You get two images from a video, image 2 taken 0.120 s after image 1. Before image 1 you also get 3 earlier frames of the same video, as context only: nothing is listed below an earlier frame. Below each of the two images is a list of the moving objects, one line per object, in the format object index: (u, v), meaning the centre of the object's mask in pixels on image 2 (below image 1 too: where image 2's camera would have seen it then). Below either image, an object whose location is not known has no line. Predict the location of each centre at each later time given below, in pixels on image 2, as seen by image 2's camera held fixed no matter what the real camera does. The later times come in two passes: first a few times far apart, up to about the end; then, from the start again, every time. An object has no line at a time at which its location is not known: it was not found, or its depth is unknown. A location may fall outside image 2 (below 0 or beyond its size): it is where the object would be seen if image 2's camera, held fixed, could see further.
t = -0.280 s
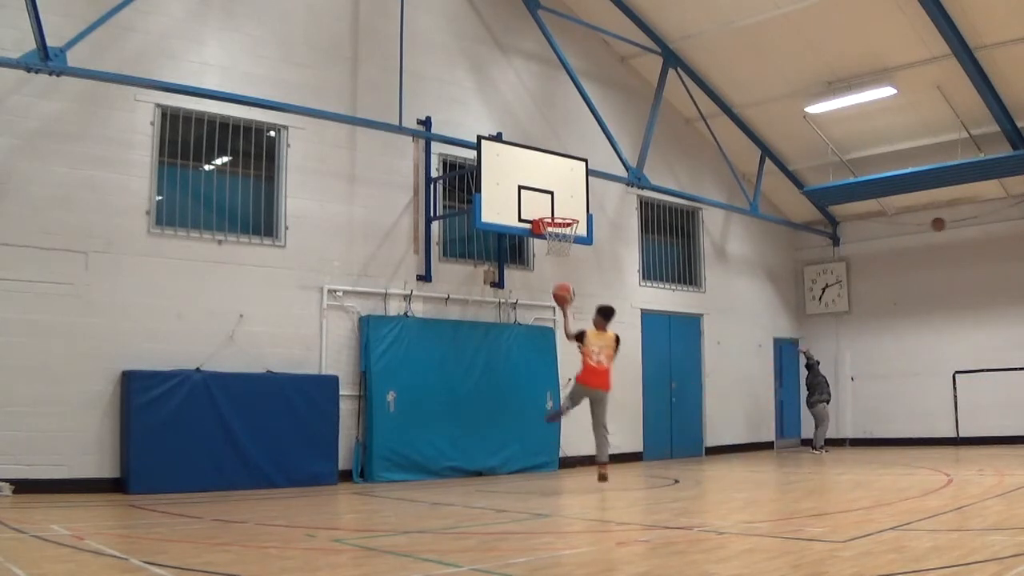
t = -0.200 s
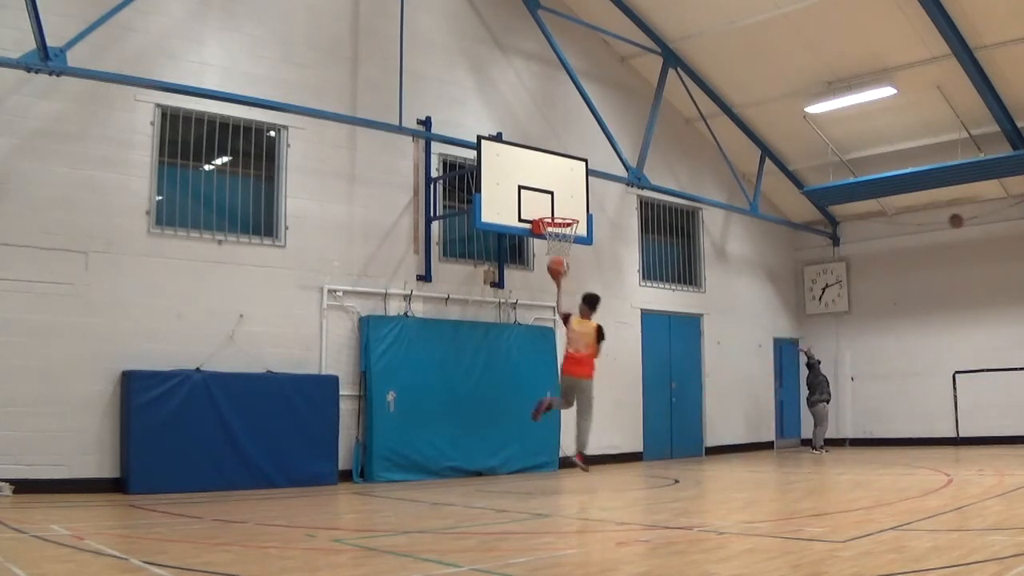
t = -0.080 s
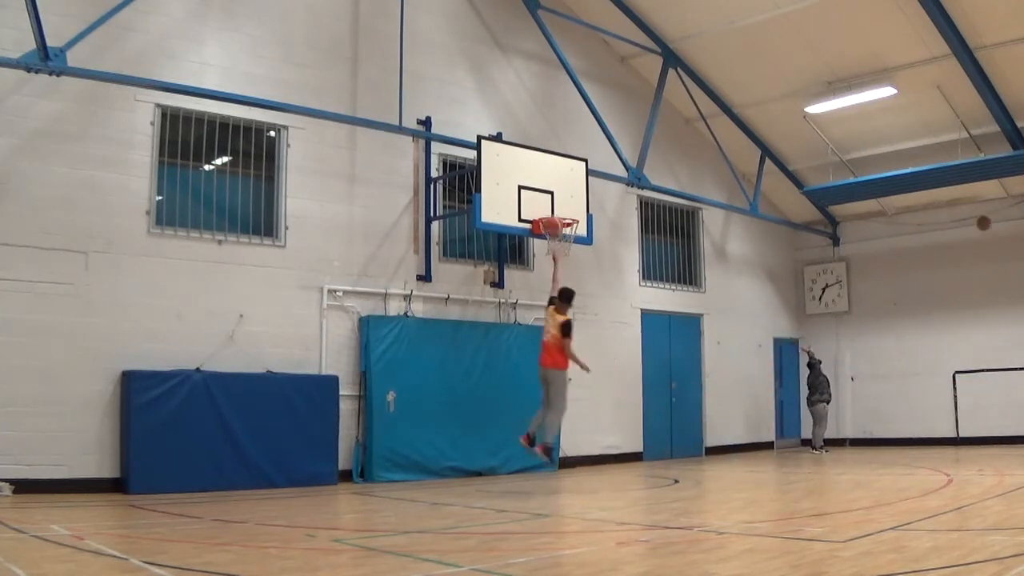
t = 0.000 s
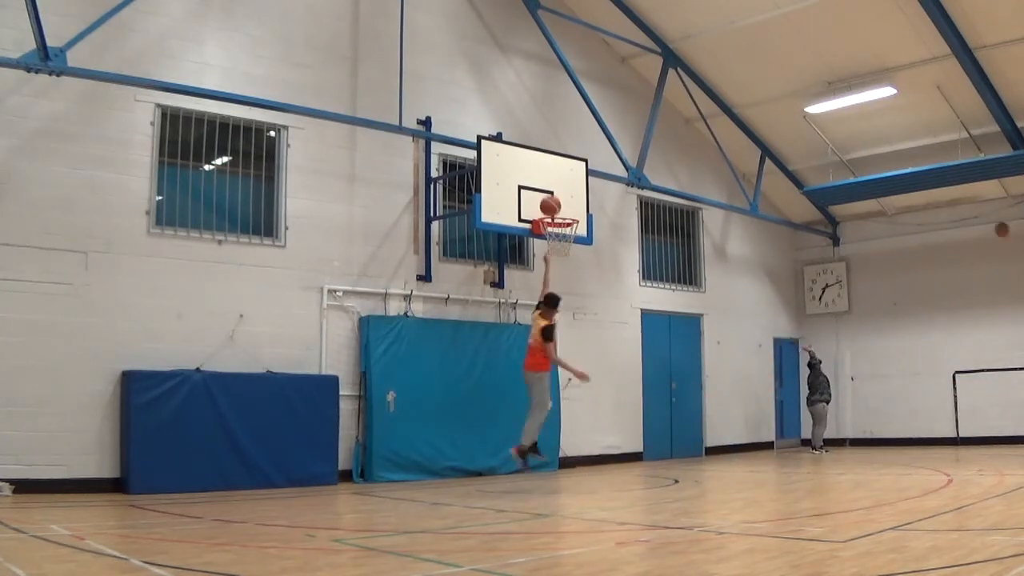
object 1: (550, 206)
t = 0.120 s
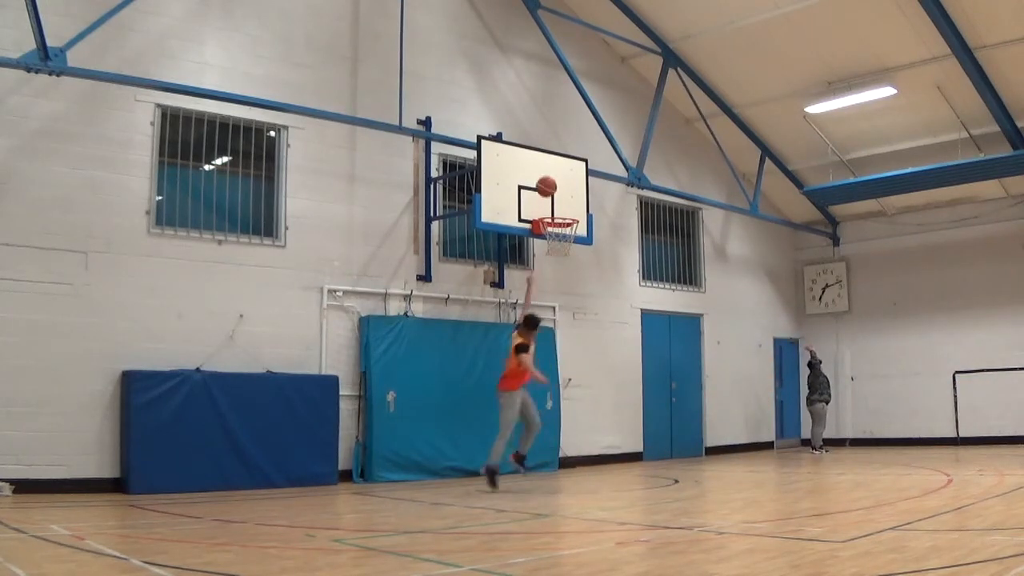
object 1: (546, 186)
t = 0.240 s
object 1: (542, 180)
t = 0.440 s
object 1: (536, 195)
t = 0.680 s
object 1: (517, 202)
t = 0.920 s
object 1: (516, 220)
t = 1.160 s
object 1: (517, 292)
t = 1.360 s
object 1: (517, 394)
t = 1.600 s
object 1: (515, 424)
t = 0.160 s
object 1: (545, 183)
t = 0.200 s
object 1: (544, 181)
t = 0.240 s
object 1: (542, 180)
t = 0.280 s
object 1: (541, 180)
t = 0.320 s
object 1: (540, 182)
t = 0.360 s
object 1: (539, 184)
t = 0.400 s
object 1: (538, 189)
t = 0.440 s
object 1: (536, 195)
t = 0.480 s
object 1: (535, 202)
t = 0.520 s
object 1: (534, 209)
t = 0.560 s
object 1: (529, 206)
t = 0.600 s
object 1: (524, 204)
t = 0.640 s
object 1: (519, 202)
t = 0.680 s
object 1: (517, 202)
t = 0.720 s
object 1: (517, 202)
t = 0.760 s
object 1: (516, 202)
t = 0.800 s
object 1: (516, 205)
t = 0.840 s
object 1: (516, 209)
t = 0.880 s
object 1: (516, 214)
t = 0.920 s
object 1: (516, 220)
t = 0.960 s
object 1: (516, 229)
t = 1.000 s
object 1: (516, 238)
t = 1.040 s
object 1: (516, 248)
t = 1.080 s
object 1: (515, 261)
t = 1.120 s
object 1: (516, 276)
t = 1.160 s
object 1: (517, 292)
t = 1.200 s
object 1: (516, 309)
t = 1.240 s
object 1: (516, 328)
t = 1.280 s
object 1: (516, 348)
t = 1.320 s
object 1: (516, 370)
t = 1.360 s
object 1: (517, 394)
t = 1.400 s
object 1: (516, 419)
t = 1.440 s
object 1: (516, 446)
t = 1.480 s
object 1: (516, 477)
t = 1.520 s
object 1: (516, 463)
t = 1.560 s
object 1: (515, 443)
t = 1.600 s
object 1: (515, 424)
